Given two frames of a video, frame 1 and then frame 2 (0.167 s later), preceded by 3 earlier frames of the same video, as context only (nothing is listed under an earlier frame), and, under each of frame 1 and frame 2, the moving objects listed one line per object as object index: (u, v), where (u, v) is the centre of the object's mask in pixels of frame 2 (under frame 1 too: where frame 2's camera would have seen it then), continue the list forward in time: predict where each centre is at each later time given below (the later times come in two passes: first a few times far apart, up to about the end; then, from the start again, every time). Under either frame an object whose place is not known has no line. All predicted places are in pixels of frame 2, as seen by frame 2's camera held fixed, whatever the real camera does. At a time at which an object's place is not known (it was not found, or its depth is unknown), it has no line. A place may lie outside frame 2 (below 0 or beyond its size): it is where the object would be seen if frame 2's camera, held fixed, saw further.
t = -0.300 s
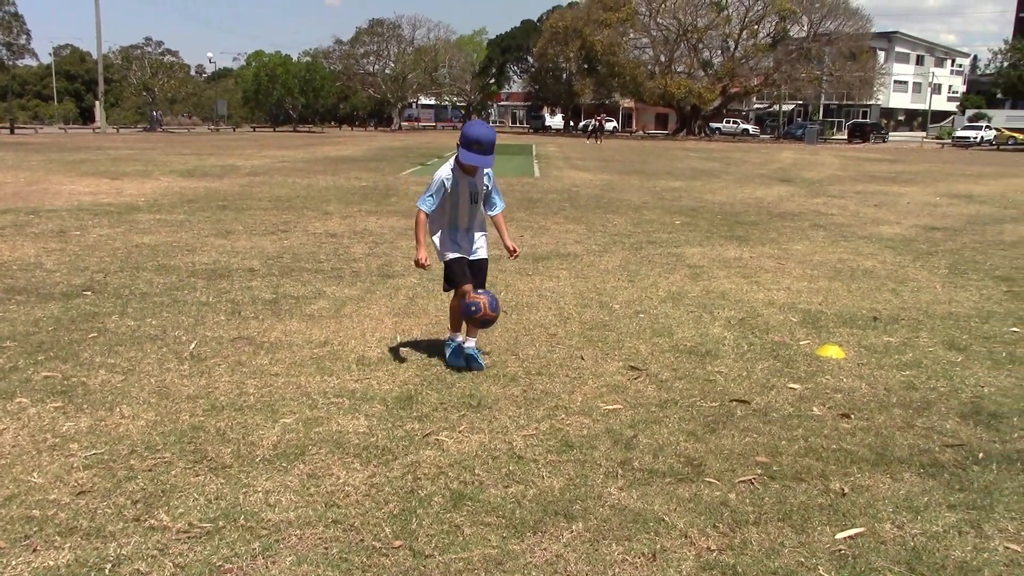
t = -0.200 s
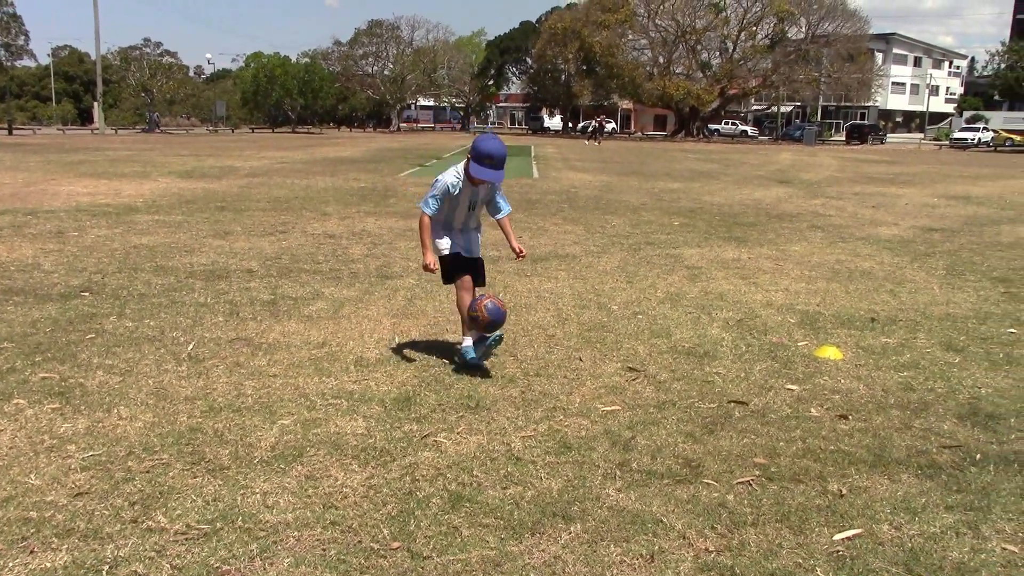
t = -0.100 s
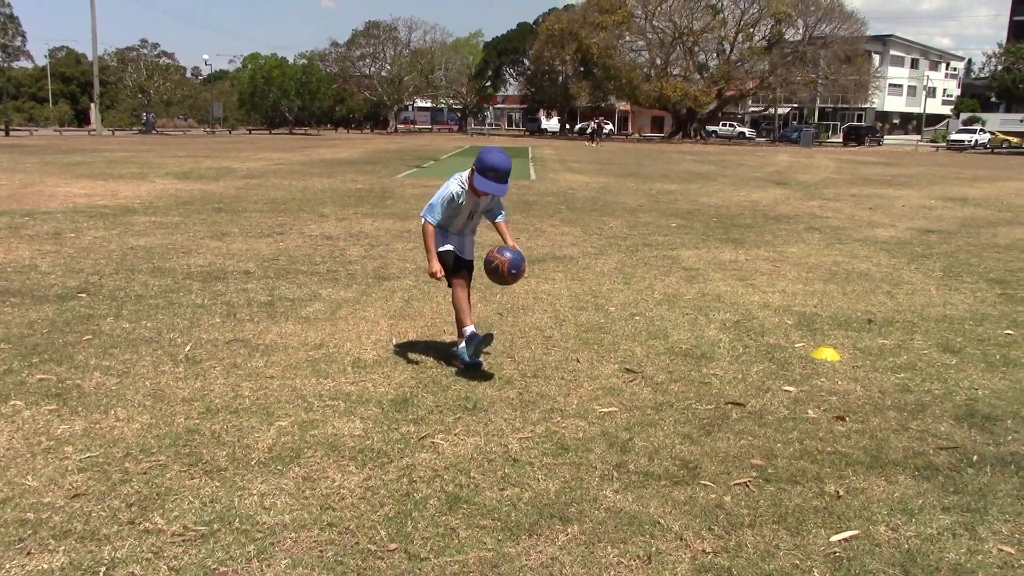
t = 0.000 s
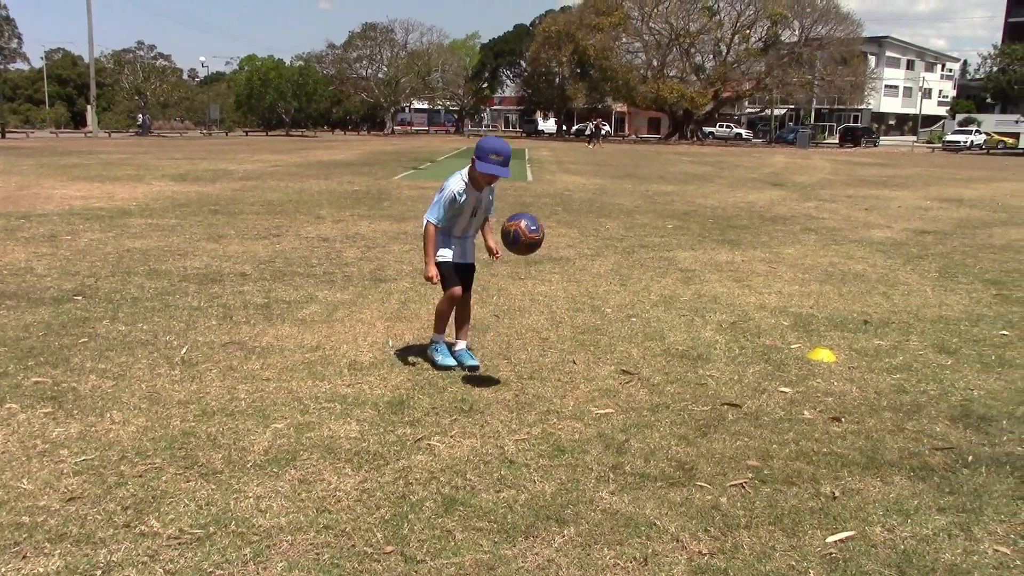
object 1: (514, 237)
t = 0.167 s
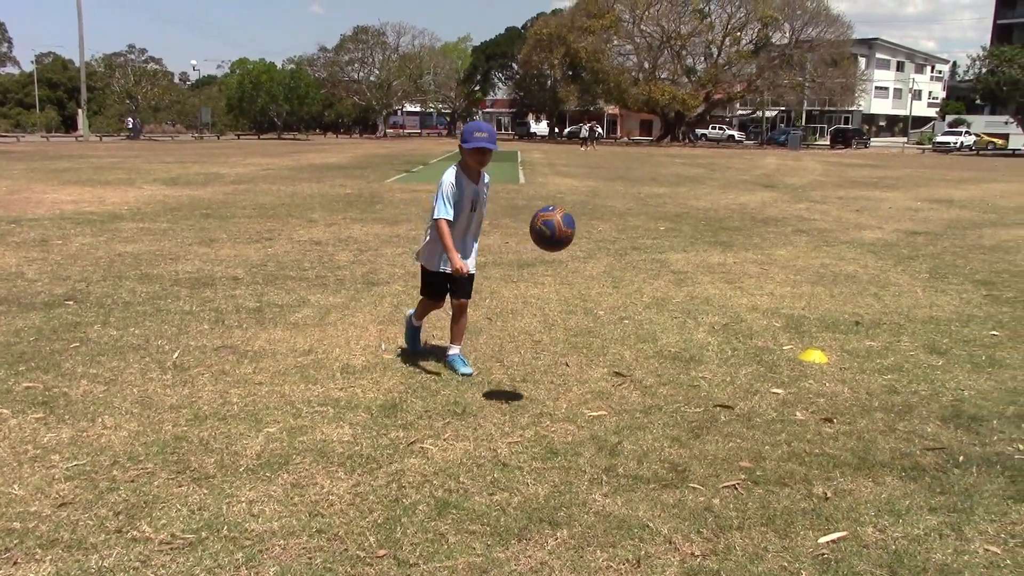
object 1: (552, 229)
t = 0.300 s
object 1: (585, 271)
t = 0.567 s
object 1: (645, 422)
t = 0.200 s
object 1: (560, 235)
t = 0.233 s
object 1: (568, 244)
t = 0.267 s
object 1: (576, 256)
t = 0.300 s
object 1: (585, 271)
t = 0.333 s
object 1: (593, 289)
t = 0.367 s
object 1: (602, 310)
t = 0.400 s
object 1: (610, 334)
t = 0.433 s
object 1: (618, 361)
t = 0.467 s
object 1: (627, 391)
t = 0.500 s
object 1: (635, 424)
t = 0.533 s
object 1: (641, 440)
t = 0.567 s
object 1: (645, 422)
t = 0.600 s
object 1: (649, 406)
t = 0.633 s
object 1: (653, 393)
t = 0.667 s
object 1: (657, 382)
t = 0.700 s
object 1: (661, 374)
